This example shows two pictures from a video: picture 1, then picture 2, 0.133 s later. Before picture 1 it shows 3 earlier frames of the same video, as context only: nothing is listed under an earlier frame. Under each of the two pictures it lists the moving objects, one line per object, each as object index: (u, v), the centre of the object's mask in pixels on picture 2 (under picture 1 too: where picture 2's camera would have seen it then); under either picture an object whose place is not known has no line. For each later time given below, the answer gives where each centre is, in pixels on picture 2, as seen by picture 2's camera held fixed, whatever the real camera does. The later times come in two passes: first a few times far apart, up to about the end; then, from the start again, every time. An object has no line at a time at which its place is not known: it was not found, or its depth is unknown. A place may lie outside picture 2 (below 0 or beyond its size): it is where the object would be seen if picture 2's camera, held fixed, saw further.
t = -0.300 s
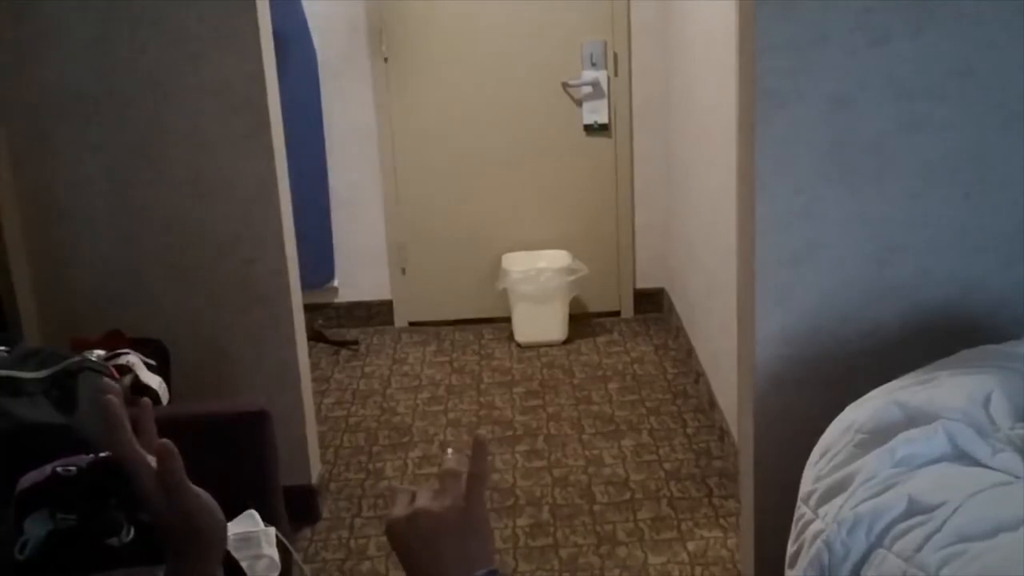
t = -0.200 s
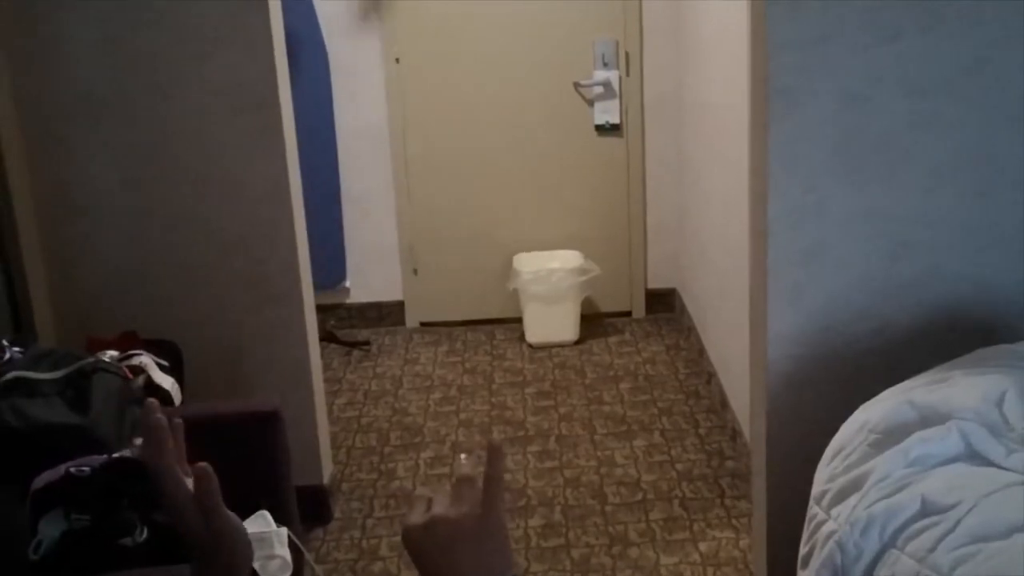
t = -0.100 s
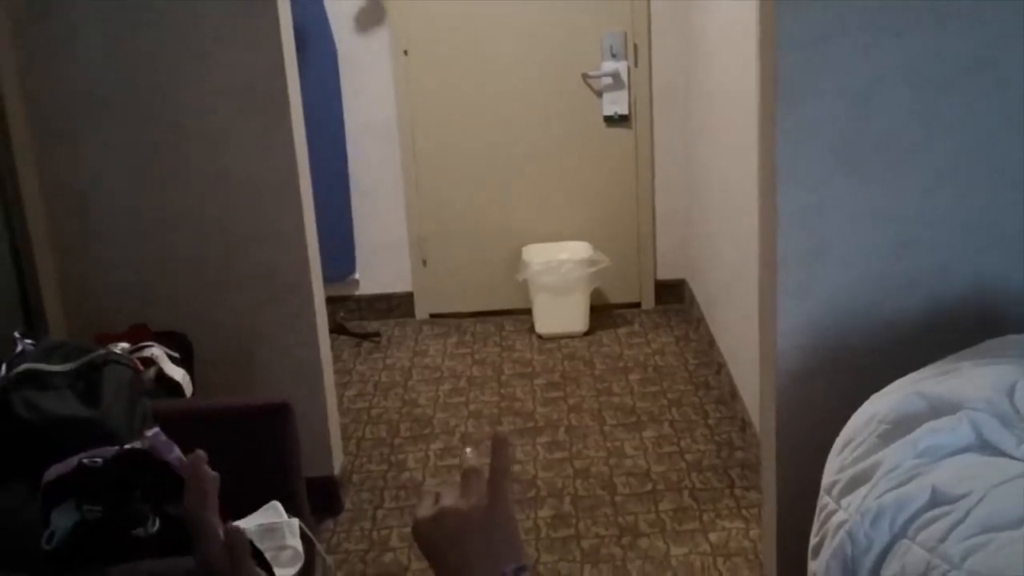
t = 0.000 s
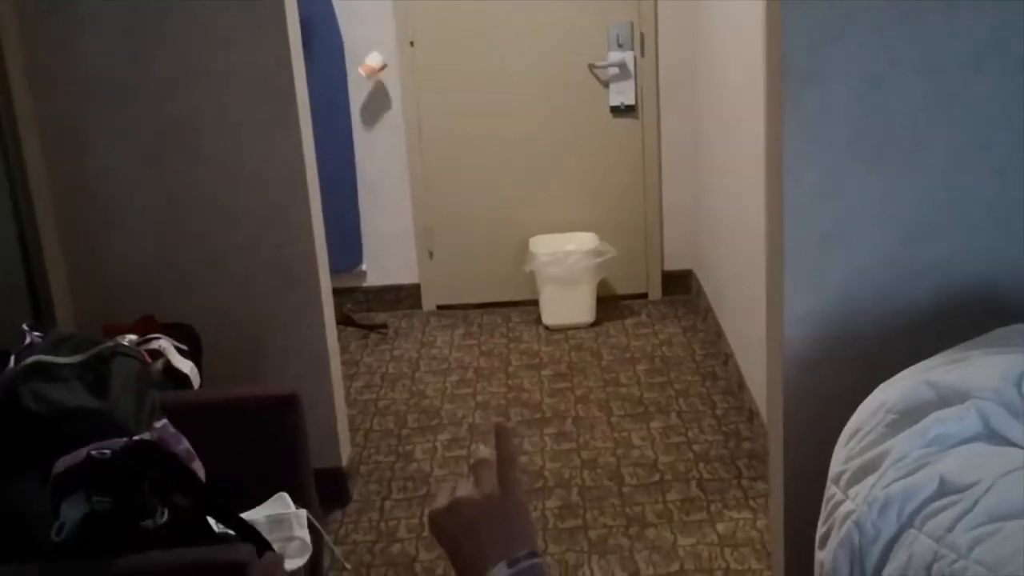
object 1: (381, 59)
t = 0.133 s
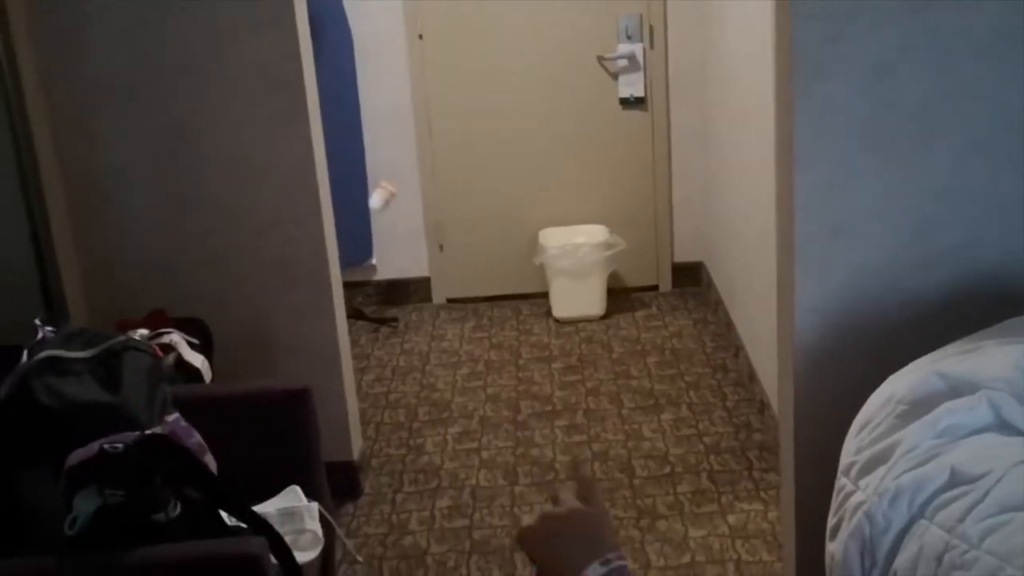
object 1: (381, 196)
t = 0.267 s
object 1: (389, 321)
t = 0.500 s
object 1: (451, 302)
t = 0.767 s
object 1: (521, 340)
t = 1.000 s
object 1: (574, 354)
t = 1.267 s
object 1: (599, 373)
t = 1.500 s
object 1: (595, 391)
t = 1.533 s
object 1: (594, 395)
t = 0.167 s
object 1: (382, 235)
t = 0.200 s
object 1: (381, 276)
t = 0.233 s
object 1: (383, 320)
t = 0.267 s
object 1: (389, 321)
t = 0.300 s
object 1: (397, 306)
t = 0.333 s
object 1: (406, 299)
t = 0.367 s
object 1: (412, 292)
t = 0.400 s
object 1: (421, 290)
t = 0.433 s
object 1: (431, 291)
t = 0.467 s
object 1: (441, 296)
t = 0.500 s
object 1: (451, 302)
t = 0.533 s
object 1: (462, 313)
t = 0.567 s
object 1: (473, 328)
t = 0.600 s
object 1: (481, 341)
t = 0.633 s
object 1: (488, 339)
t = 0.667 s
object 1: (496, 335)
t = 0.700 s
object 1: (505, 333)
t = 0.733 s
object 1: (513, 335)
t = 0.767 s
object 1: (521, 340)
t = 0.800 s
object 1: (529, 344)
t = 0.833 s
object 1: (537, 346)
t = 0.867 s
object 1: (545, 347)
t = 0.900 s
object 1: (554, 349)
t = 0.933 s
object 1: (560, 351)
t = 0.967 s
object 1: (568, 353)
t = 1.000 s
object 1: (574, 354)
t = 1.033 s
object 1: (579, 356)
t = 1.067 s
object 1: (584, 358)
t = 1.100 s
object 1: (588, 360)
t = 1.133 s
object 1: (591, 362)
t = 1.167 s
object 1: (594, 365)
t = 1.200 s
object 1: (596, 367)
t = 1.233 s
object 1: (598, 370)
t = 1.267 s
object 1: (599, 373)
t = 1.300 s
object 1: (600, 375)
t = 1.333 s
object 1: (600, 378)
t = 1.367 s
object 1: (600, 381)
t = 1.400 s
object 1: (600, 384)
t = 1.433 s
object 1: (599, 386)
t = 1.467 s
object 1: (597, 389)
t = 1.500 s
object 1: (595, 391)
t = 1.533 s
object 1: (594, 395)
